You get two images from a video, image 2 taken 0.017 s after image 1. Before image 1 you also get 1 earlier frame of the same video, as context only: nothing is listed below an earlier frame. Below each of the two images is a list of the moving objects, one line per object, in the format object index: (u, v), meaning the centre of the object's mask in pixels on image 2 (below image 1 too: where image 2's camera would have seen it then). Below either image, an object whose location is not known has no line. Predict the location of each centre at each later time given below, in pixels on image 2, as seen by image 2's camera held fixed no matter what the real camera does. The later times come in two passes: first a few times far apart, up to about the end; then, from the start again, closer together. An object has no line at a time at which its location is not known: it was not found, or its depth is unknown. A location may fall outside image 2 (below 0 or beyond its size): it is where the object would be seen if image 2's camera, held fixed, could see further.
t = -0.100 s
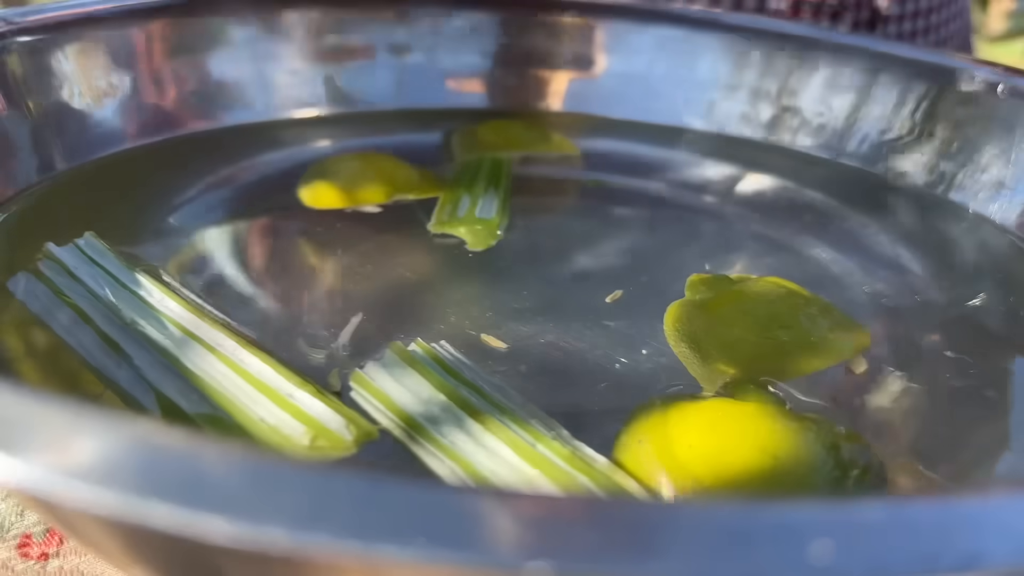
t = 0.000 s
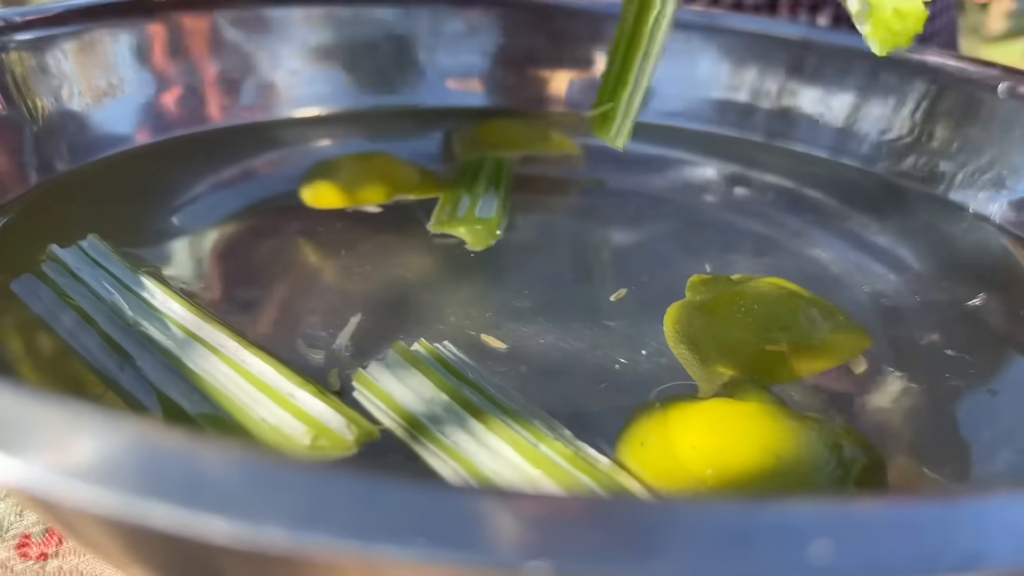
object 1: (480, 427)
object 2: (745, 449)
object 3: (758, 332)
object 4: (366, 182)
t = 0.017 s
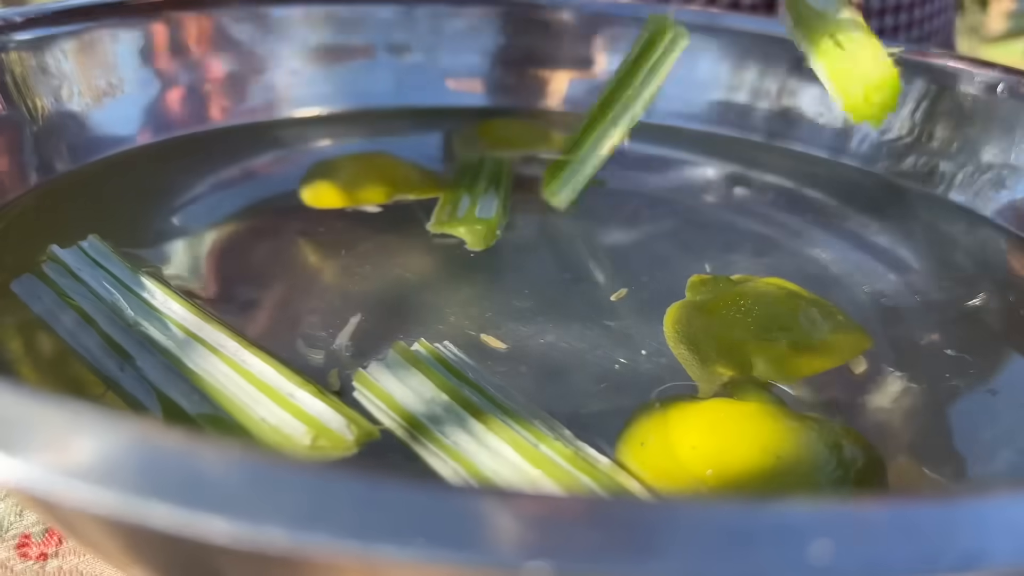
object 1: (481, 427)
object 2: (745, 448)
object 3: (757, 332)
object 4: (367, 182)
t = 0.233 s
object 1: (473, 424)
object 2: (744, 449)
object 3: (753, 350)
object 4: (361, 180)
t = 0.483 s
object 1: (467, 415)
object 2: (736, 450)
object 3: (747, 353)
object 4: (355, 172)
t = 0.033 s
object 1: (480, 428)
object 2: (745, 448)
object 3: (757, 332)
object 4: (366, 182)
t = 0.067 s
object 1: (481, 427)
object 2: (745, 449)
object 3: (754, 336)
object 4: (361, 180)
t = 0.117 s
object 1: (482, 427)
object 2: (745, 448)
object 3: (752, 341)
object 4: (363, 180)
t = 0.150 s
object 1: (481, 426)
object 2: (746, 448)
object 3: (751, 342)
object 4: (364, 180)
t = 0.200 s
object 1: (477, 424)
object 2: (746, 448)
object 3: (755, 348)
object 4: (362, 179)
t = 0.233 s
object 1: (473, 424)
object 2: (744, 449)
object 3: (753, 350)
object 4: (361, 180)
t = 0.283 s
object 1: (468, 423)
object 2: (741, 451)
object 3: (752, 351)
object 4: (359, 179)
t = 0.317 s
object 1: (461, 428)
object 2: (739, 453)
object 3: (747, 348)
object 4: (356, 178)
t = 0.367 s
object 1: (460, 427)
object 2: (736, 453)
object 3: (750, 352)
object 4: (357, 176)
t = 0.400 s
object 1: (461, 426)
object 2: (734, 453)
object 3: (748, 352)
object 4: (356, 175)
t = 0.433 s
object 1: (462, 422)
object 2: (735, 450)
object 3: (744, 349)
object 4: (356, 173)
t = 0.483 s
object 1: (467, 415)
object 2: (736, 450)
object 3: (747, 353)
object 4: (355, 172)
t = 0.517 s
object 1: (464, 421)
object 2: (745, 452)
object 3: (750, 357)
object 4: (356, 172)
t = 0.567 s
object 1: (454, 428)
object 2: (744, 454)
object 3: (758, 362)
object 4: (358, 173)
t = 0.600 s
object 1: (449, 431)
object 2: (746, 453)
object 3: (763, 363)
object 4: (359, 173)
